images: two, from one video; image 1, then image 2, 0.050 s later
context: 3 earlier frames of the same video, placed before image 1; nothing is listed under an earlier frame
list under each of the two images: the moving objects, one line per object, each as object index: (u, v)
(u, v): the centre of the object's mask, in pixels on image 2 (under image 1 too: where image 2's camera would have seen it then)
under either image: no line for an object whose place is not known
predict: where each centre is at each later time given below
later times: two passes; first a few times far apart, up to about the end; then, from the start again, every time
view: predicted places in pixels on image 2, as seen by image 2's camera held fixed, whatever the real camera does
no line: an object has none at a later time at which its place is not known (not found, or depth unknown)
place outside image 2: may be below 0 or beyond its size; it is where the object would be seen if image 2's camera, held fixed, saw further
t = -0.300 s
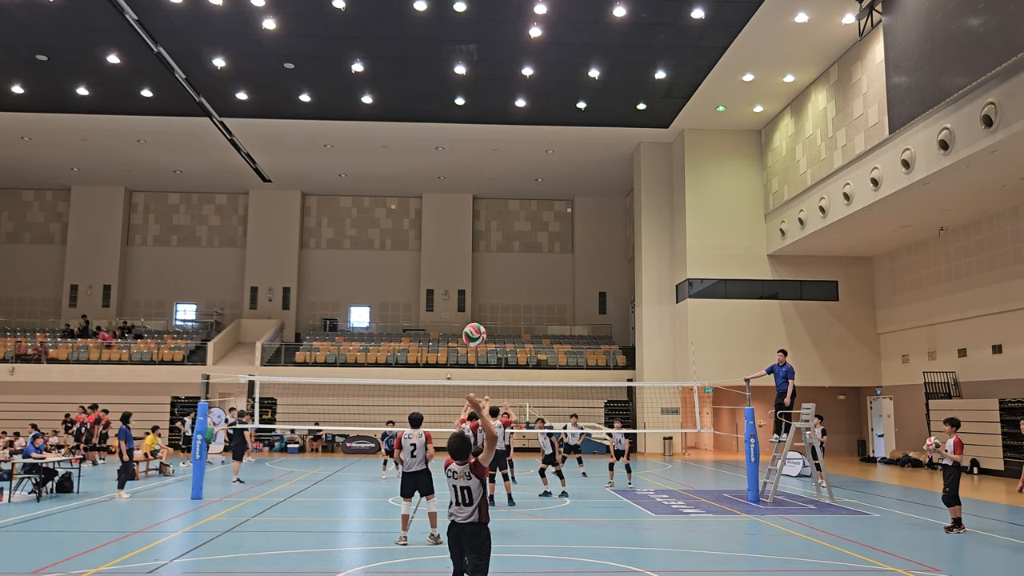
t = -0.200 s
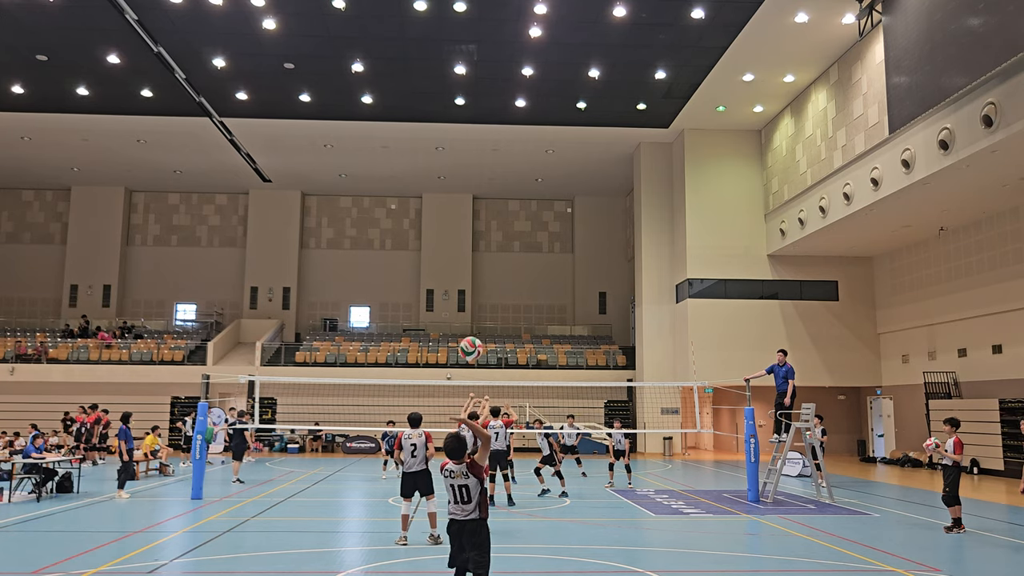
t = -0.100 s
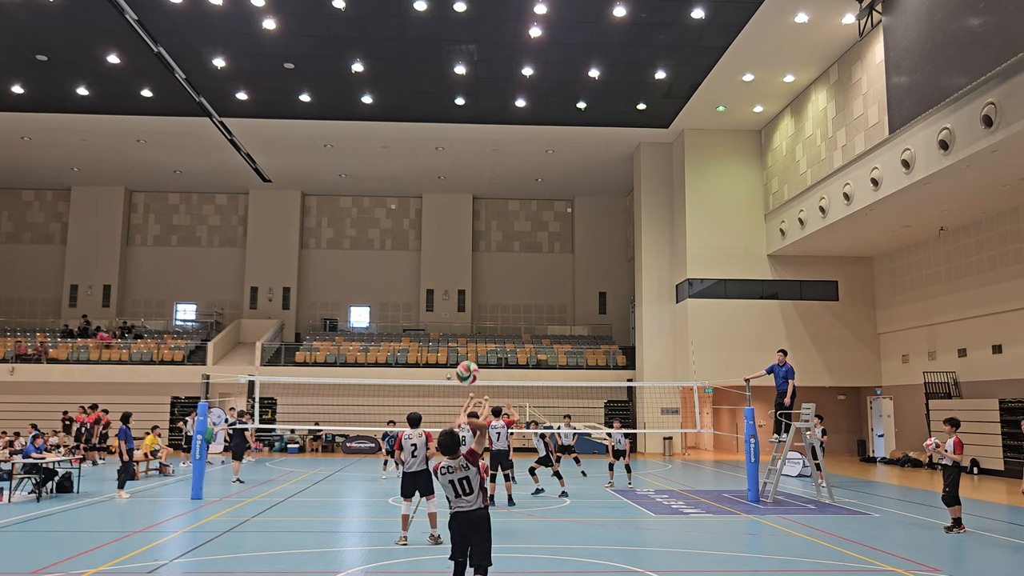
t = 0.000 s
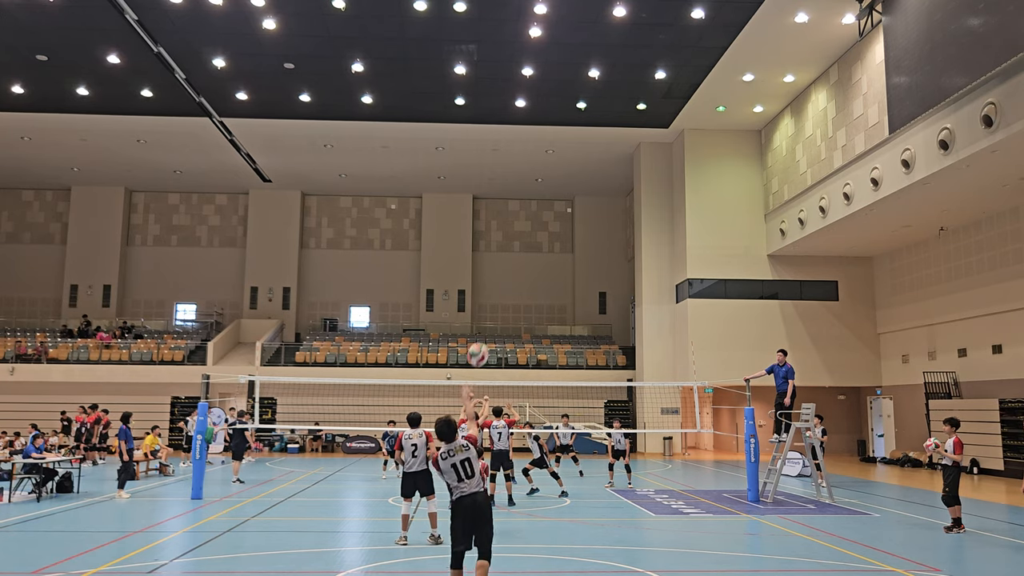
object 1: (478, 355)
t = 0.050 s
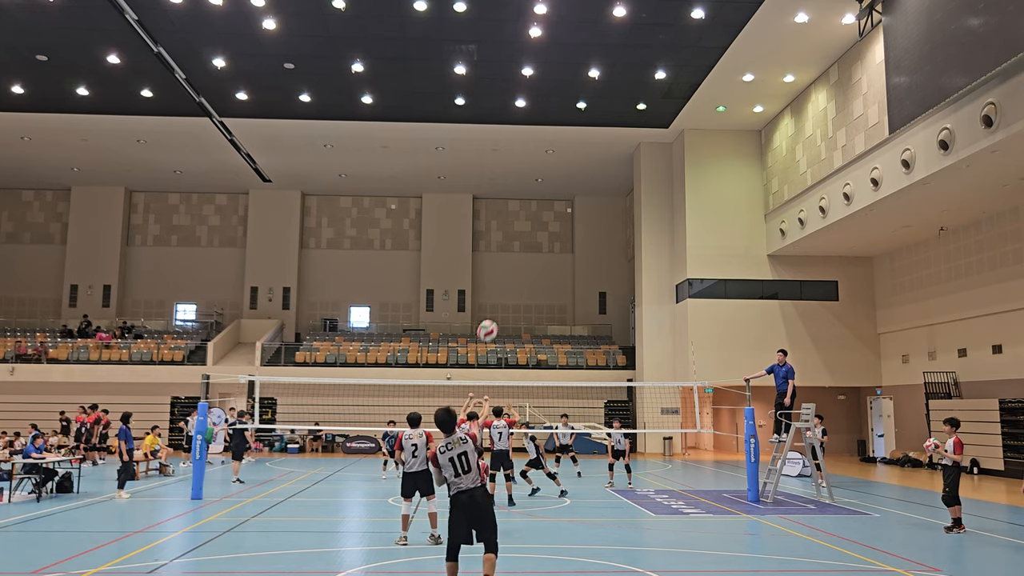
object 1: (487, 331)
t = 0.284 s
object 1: (513, 278)
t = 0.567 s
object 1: (533, 274)
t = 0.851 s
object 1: (550, 308)
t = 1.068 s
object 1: (559, 350)
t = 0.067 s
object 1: (490, 324)
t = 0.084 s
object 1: (493, 318)
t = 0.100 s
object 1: (495, 312)
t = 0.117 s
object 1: (498, 308)
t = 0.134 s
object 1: (500, 303)
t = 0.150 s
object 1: (501, 299)
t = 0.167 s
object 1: (503, 295)
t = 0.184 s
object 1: (505, 292)
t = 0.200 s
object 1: (507, 289)
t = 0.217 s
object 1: (508, 286)
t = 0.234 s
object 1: (509, 283)
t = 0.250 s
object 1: (511, 281)
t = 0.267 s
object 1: (512, 279)
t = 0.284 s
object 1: (513, 278)
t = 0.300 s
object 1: (515, 276)
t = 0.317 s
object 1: (516, 275)
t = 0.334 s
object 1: (517, 273)
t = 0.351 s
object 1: (518, 272)
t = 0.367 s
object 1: (519, 271)
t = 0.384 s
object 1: (521, 270)
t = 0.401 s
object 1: (522, 270)
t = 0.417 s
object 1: (523, 270)
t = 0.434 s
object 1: (524, 270)
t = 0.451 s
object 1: (525, 270)
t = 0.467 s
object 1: (526, 270)
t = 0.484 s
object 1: (528, 270)
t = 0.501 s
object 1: (529, 271)
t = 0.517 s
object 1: (530, 271)
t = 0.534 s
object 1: (531, 272)
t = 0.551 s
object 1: (532, 273)
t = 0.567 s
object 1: (533, 274)
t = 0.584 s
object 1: (534, 275)
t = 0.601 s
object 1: (535, 276)
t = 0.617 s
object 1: (536, 278)
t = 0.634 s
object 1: (537, 279)
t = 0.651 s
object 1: (538, 281)
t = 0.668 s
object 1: (539, 283)
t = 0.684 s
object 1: (540, 284)
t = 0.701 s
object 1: (541, 286)
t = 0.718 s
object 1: (542, 288)
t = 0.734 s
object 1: (543, 290)
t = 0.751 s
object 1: (544, 292)
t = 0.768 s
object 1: (545, 295)
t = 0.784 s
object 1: (546, 297)
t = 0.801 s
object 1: (547, 300)
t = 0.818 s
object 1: (548, 302)
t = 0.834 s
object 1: (549, 305)
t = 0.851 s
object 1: (550, 308)
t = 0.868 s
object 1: (550, 311)
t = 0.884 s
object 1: (551, 314)
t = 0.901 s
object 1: (552, 317)
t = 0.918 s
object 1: (553, 320)
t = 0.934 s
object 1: (553, 323)
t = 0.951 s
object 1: (554, 326)
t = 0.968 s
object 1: (555, 329)
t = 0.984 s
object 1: (556, 332)
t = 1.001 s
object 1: (556, 336)
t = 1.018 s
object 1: (557, 339)
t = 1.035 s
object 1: (558, 343)
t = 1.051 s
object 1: (558, 347)
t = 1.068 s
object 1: (559, 350)
